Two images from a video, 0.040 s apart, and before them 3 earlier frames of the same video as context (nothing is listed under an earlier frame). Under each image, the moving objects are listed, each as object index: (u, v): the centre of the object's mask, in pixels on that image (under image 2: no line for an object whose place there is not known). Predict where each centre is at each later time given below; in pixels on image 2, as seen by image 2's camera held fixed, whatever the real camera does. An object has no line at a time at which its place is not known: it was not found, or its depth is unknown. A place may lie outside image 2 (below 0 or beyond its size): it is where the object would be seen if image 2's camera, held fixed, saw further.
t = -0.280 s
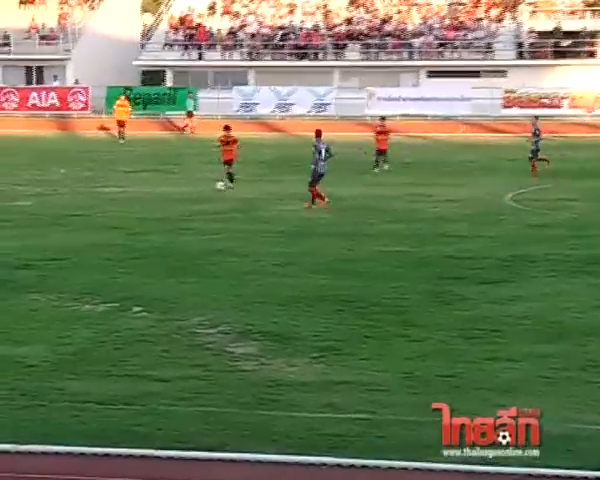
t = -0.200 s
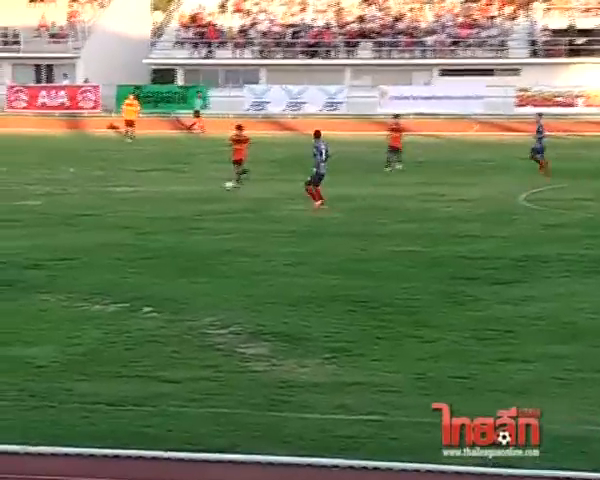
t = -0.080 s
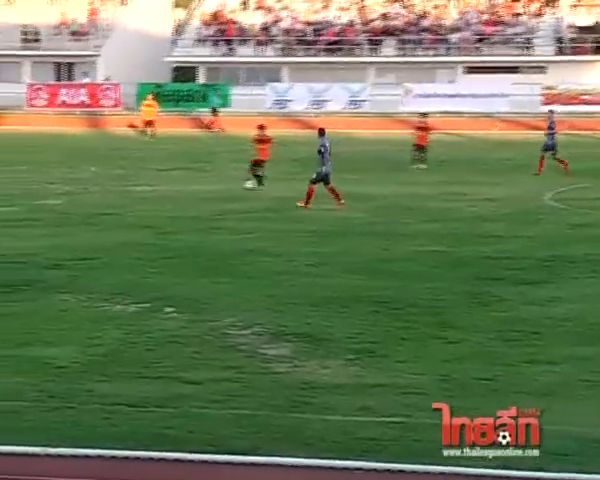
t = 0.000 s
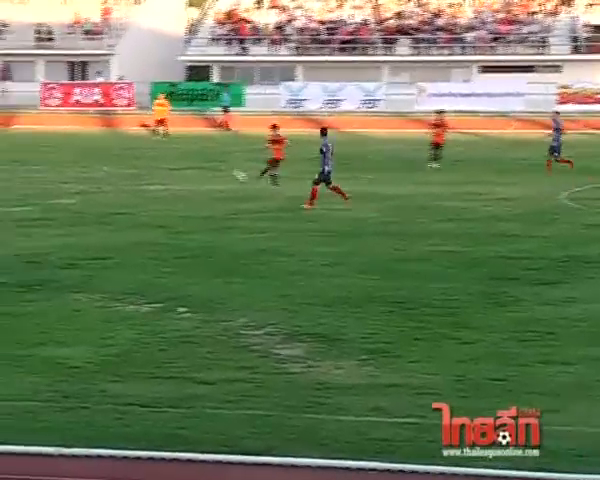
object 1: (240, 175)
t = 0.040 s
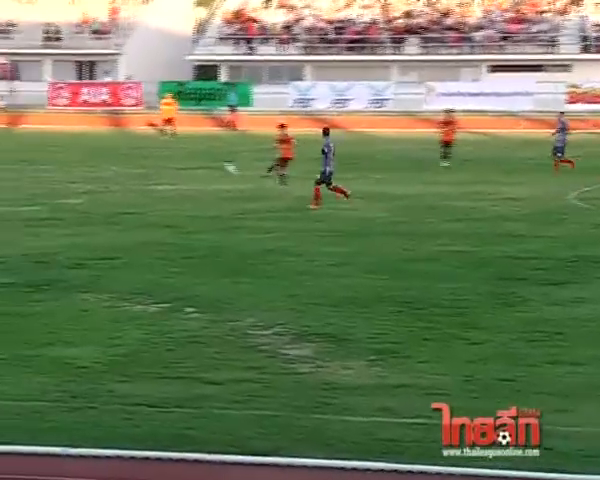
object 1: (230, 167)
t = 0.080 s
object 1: (217, 161)
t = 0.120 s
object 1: (202, 156)
